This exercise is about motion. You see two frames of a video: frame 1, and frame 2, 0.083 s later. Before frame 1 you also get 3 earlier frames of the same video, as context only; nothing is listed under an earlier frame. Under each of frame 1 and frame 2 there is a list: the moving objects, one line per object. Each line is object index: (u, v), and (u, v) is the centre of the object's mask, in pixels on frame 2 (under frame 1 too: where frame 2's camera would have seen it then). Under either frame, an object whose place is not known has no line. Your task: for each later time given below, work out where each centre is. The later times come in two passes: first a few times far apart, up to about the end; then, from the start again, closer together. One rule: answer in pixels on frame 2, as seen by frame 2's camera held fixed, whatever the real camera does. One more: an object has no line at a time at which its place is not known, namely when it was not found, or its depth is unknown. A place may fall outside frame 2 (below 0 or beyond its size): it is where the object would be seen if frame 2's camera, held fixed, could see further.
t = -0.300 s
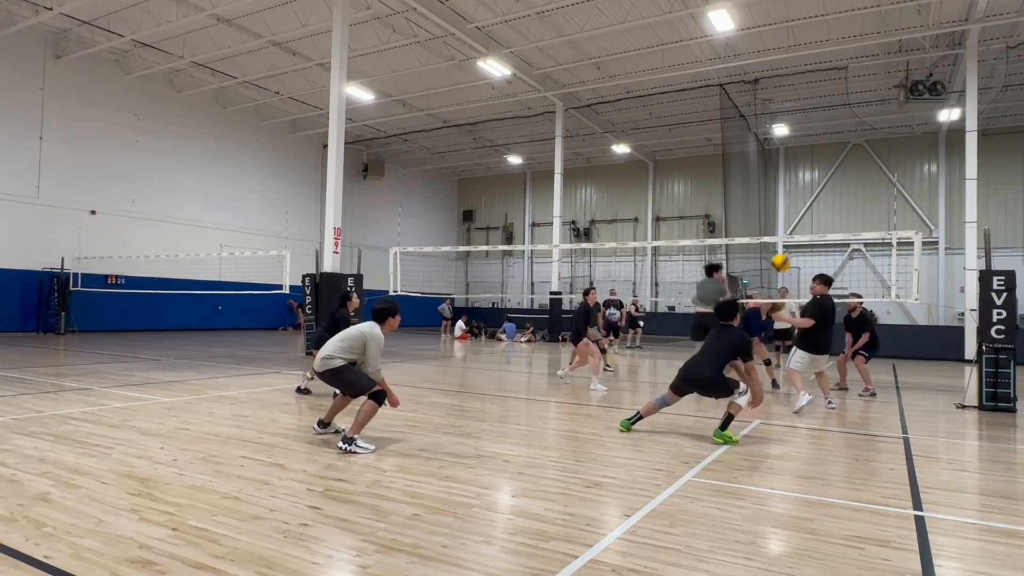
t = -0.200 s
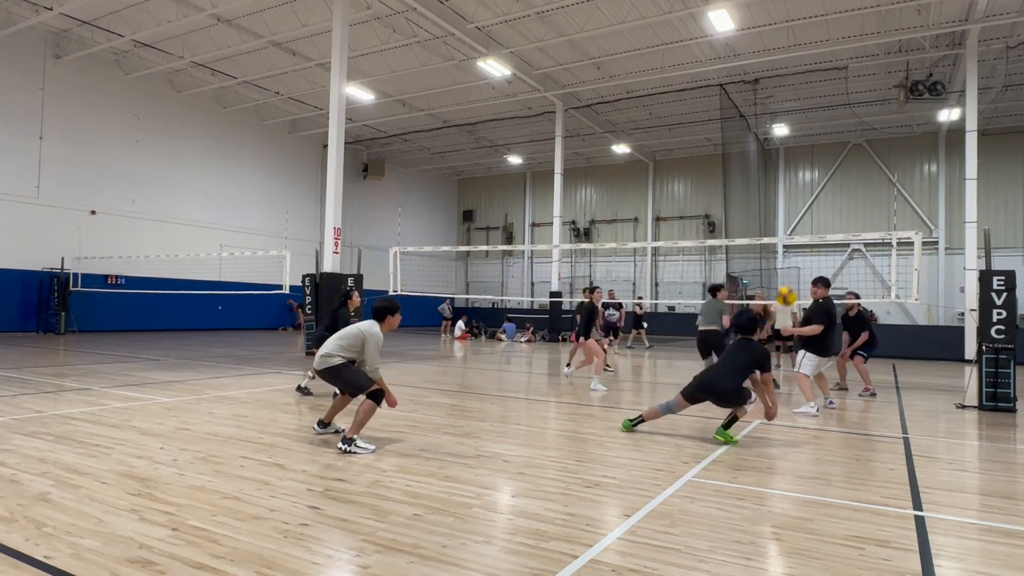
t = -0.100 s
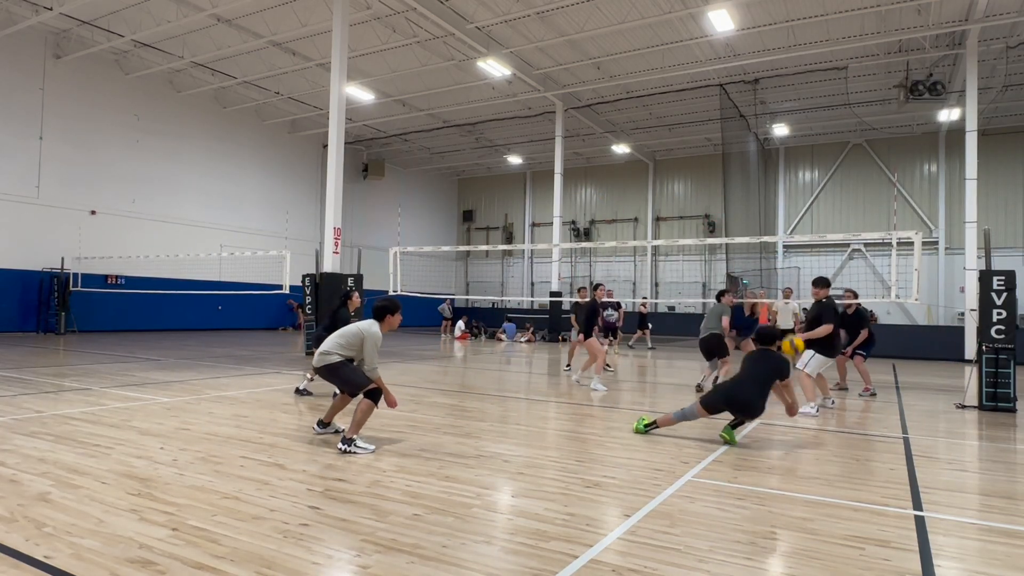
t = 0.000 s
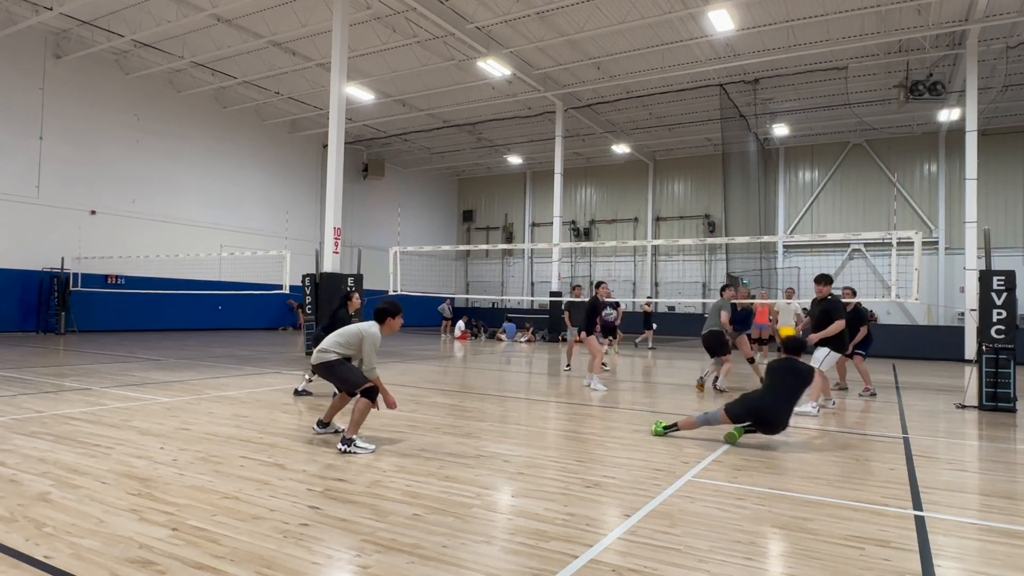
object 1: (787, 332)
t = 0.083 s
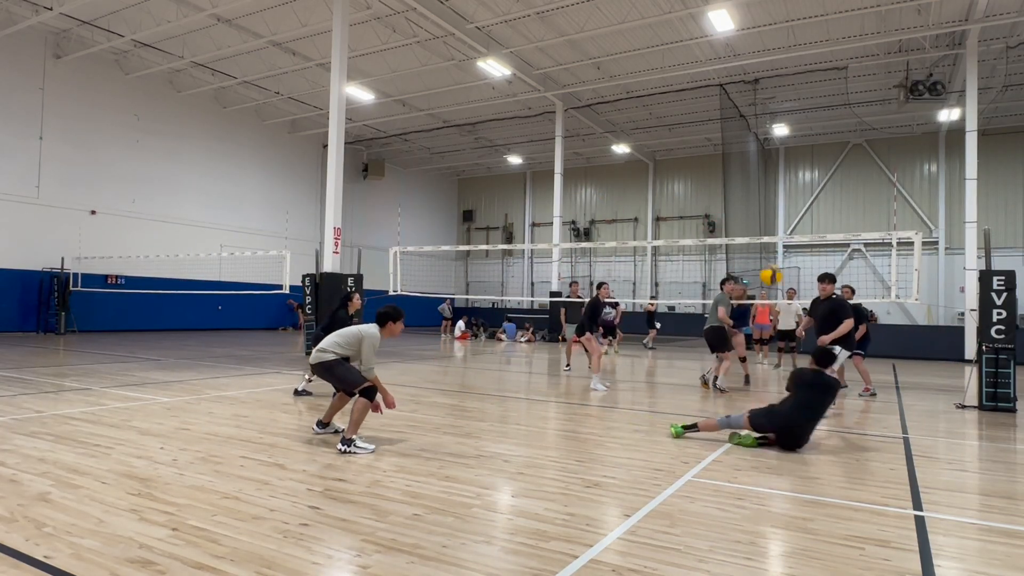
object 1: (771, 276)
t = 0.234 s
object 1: (743, 191)
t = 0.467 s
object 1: (704, 116)
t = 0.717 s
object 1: (667, 94)
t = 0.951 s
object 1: (635, 117)
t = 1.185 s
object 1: (607, 177)
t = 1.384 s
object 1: (585, 253)
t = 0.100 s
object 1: (768, 264)
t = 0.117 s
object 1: (764, 254)
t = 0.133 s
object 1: (761, 244)
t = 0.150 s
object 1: (758, 233)
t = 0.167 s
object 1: (755, 224)
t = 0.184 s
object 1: (752, 216)
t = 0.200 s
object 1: (749, 208)
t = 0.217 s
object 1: (746, 200)
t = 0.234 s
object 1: (743, 191)
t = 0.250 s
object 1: (740, 184)
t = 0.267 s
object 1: (737, 177)
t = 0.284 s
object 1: (735, 170)
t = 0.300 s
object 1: (732, 164)
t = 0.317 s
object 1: (729, 158)
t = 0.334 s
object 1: (726, 152)
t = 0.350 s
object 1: (723, 147)
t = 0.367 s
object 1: (720, 141)
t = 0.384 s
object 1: (717, 136)
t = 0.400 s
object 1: (715, 132)
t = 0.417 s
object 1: (712, 127)
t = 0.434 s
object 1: (710, 124)
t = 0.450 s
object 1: (707, 120)
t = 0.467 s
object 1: (704, 116)
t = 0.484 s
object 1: (702, 113)
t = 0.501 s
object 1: (699, 110)
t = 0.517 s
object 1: (697, 107)
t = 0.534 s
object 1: (694, 105)
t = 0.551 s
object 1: (691, 103)
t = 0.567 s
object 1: (689, 101)
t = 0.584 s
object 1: (686, 99)
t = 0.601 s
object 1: (683, 97)
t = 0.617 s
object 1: (681, 96)
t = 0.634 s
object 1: (679, 95)
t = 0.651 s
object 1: (676, 95)
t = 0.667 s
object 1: (674, 94)
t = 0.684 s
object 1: (672, 94)
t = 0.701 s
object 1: (669, 94)
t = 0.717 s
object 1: (667, 94)
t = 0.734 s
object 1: (665, 94)
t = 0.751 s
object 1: (662, 95)
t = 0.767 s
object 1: (660, 96)
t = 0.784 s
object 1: (657, 97)
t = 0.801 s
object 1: (655, 98)
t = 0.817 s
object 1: (653, 99)
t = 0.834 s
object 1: (650, 101)
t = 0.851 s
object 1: (648, 103)
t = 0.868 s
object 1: (647, 105)
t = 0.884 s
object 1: (644, 107)
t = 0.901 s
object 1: (642, 109)
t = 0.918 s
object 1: (639, 112)
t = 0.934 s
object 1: (637, 114)
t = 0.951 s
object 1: (635, 117)
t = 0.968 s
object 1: (633, 121)
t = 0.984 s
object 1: (631, 124)
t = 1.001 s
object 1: (629, 127)
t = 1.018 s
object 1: (627, 131)
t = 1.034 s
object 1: (624, 135)
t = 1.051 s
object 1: (622, 138)
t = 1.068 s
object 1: (620, 142)
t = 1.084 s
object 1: (618, 147)
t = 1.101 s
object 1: (616, 152)
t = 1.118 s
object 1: (614, 157)
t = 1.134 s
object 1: (612, 161)
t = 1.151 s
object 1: (610, 167)
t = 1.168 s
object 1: (609, 172)
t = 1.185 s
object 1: (607, 177)
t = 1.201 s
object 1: (605, 182)
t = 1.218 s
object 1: (603, 188)
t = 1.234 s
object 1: (601, 194)
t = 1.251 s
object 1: (599, 199)
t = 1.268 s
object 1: (598, 205)
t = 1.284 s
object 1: (596, 212)
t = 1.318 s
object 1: (592, 224)
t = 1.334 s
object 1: (590, 232)
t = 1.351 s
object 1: (589, 239)
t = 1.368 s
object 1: (587, 246)
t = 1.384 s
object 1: (585, 253)
